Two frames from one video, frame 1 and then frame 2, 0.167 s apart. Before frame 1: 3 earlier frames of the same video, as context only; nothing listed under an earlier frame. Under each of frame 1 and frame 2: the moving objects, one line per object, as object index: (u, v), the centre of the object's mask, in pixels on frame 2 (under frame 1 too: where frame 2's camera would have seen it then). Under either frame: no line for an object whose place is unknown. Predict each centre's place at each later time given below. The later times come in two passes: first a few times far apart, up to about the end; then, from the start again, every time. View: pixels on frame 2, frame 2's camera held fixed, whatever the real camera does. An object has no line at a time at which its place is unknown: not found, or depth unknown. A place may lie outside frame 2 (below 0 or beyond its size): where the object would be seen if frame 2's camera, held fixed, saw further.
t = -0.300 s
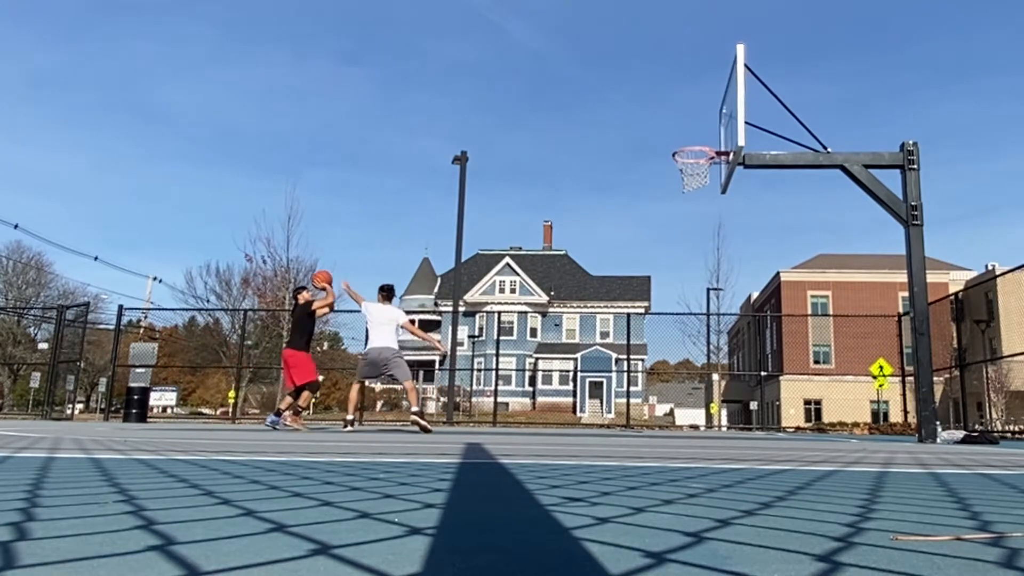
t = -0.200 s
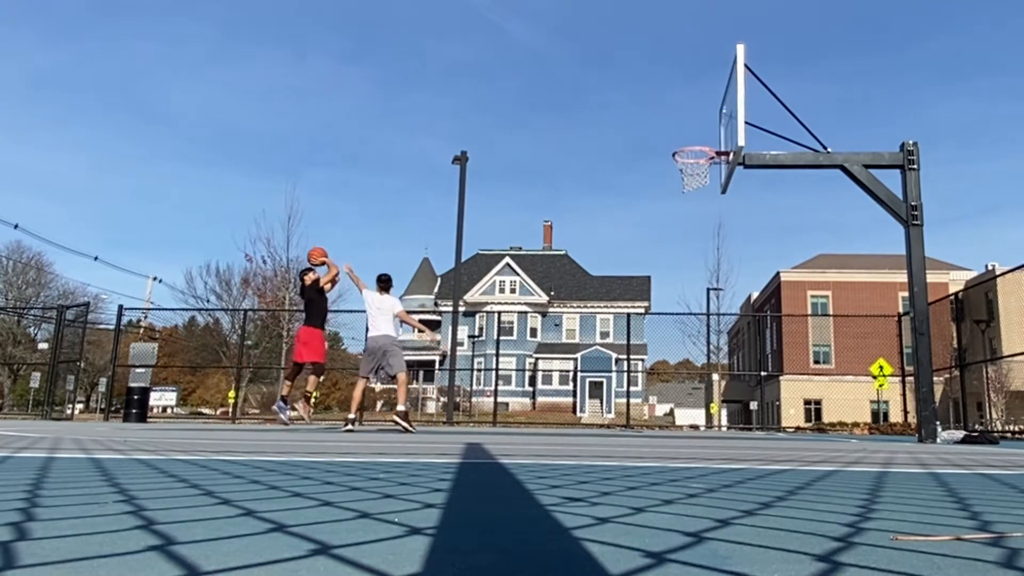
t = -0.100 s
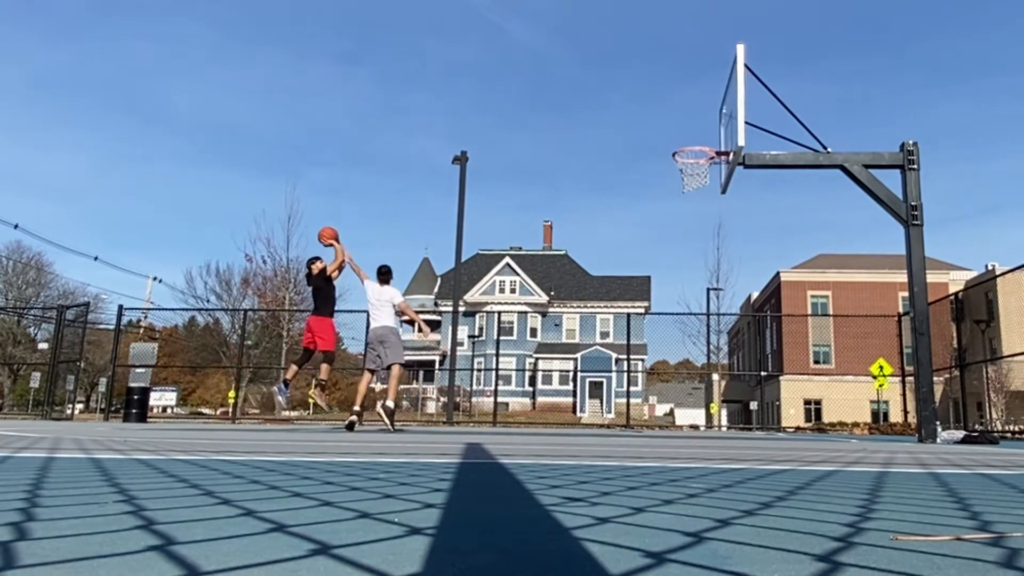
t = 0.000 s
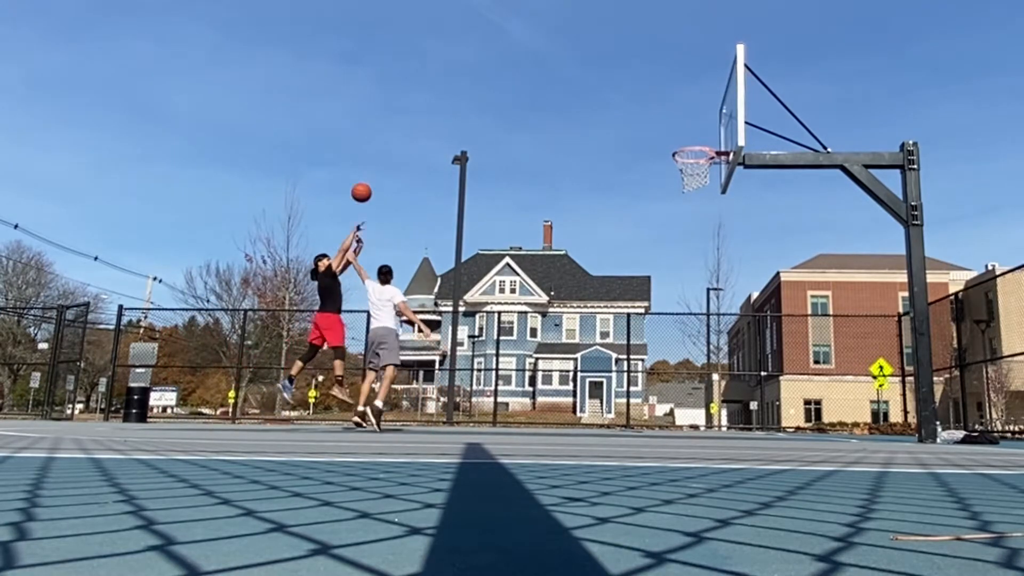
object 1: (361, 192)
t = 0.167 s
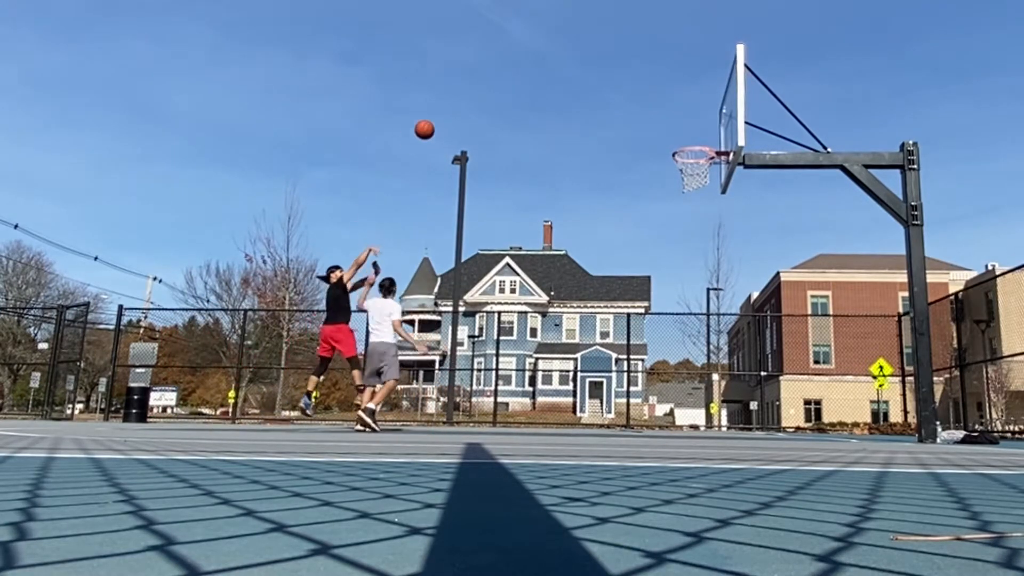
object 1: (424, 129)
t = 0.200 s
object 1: (437, 119)
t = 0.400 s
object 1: (511, 77)
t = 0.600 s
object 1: (586, 64)
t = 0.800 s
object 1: (664, 83)
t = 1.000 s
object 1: (708, 131)
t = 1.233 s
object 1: (647, 106)
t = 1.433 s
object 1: (596, 109)
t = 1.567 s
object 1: (562, 129)
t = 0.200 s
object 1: (437, 119)
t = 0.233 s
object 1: (449, 110)
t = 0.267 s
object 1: (462, 102)
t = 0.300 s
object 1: (474, 94)
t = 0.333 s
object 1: (486, 88)
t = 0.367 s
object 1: (499, 82)
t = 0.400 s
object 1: (511, 77)
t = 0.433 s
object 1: (524, 73)
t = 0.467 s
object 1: (536, 70)
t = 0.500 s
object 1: (548, 67)
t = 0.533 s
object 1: (561, 65)
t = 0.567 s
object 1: (573, 64)
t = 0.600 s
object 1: (586, 64)
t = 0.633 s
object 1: (599, 65)
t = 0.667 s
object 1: (612, 67)
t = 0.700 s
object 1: (625, 70)
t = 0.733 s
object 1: (638, 73)
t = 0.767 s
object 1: (651, 78)
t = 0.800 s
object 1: (664, 83)
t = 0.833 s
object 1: (677, 90)
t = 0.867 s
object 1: (690, 97)
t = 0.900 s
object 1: (704, 105)
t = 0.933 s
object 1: (717, 115)
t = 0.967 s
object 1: (715, 122)
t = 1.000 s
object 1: (708, 131)
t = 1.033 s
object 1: (700, 137)
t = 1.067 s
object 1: (691, 130)
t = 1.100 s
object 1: (682, 124)
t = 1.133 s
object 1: (674, 117)
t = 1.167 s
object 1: (665, 113)
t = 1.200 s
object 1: (656, 109)
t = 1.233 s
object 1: (647, 106)
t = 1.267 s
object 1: (639, 104)
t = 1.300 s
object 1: (630, 103)
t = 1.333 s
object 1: (621, 103)
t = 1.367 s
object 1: (613, 104)
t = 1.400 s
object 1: (605, 106)
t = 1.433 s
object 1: (596, 109)
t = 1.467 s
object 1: (587, 112)
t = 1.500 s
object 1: (579, 117)
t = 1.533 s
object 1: (570, 122)
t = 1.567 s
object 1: (562, 129)
